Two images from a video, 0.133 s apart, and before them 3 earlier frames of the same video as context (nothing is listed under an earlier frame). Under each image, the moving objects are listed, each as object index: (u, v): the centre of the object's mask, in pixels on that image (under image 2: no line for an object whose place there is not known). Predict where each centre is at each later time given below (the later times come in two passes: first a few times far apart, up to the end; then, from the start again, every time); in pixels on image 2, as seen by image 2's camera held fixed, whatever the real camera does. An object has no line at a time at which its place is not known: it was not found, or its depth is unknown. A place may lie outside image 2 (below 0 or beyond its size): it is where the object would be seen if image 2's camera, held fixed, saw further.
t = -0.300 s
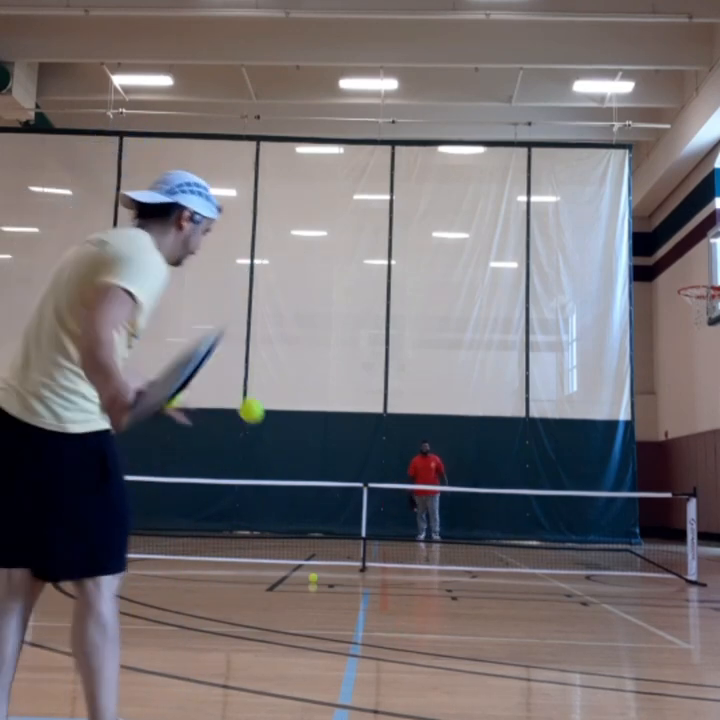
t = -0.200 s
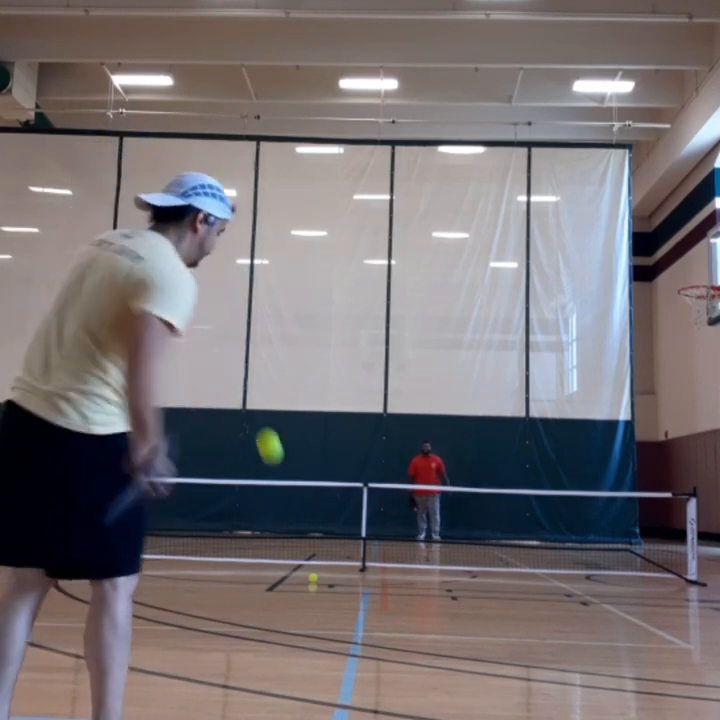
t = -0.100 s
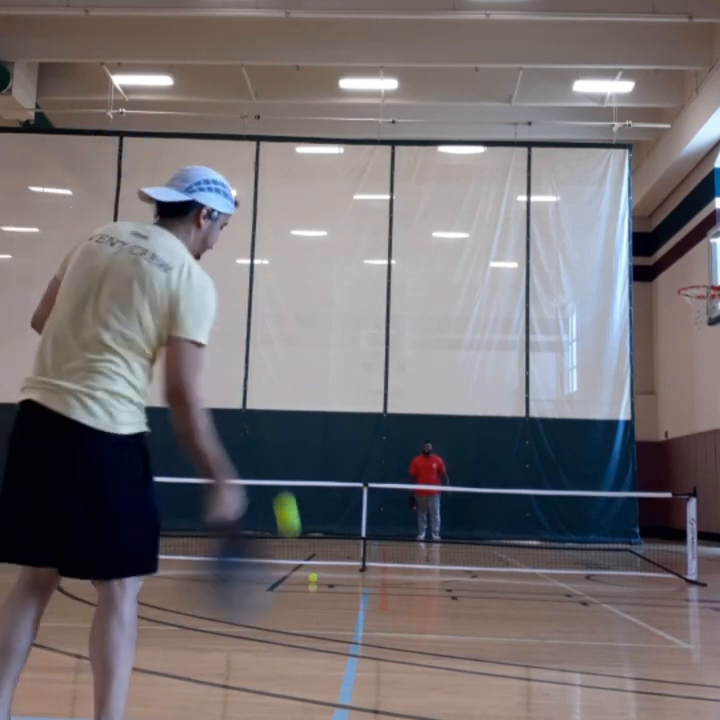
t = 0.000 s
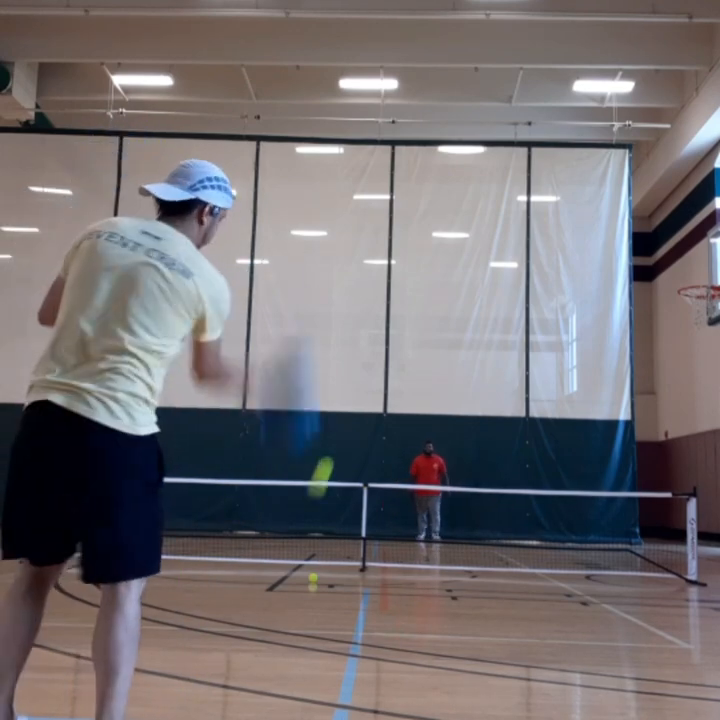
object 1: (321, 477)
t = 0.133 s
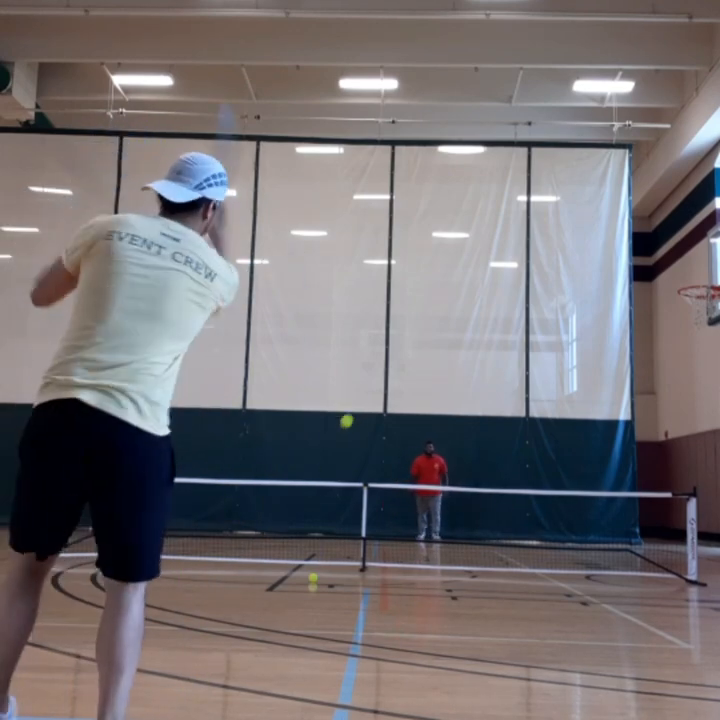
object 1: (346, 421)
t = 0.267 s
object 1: (356, 418)
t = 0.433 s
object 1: (362, 438)
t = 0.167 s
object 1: (350, 417)
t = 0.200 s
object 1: (352, 416)
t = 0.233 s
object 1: (355, 416)
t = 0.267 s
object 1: (356, 418)
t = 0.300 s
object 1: (358, 420)
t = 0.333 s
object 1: (359, 423)
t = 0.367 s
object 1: (360, 428)
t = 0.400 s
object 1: (361, 432)
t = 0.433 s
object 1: (362, 438)
